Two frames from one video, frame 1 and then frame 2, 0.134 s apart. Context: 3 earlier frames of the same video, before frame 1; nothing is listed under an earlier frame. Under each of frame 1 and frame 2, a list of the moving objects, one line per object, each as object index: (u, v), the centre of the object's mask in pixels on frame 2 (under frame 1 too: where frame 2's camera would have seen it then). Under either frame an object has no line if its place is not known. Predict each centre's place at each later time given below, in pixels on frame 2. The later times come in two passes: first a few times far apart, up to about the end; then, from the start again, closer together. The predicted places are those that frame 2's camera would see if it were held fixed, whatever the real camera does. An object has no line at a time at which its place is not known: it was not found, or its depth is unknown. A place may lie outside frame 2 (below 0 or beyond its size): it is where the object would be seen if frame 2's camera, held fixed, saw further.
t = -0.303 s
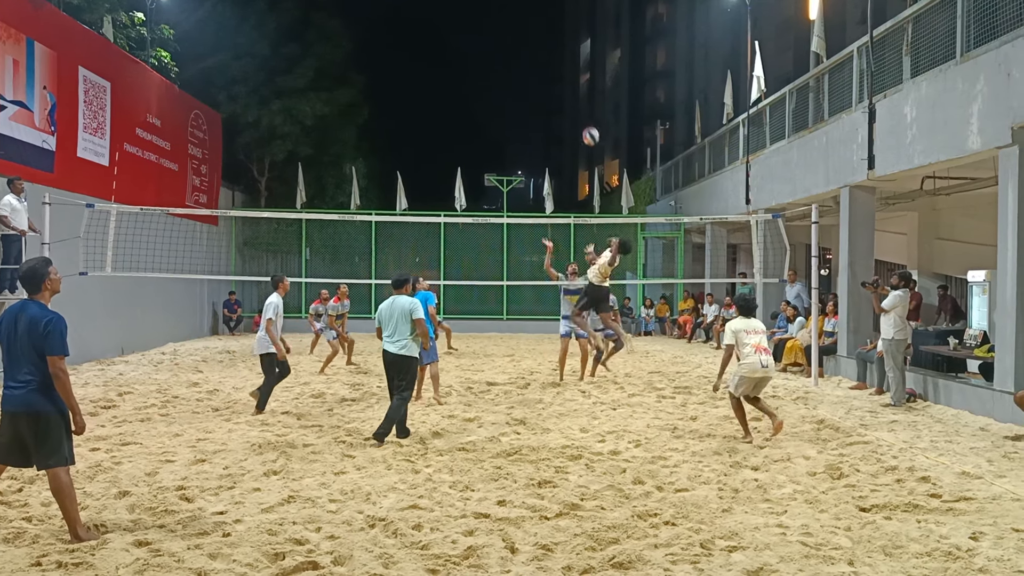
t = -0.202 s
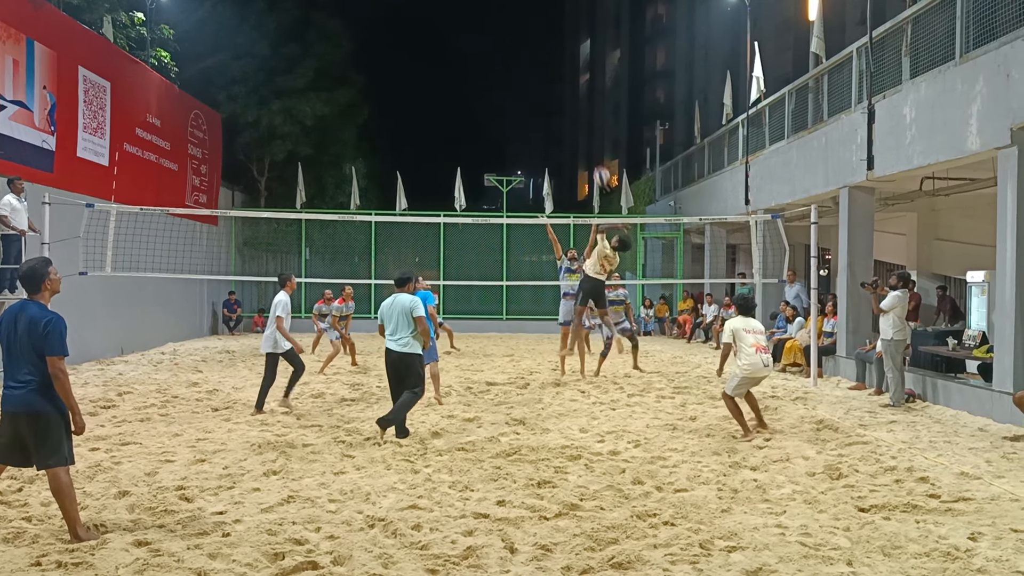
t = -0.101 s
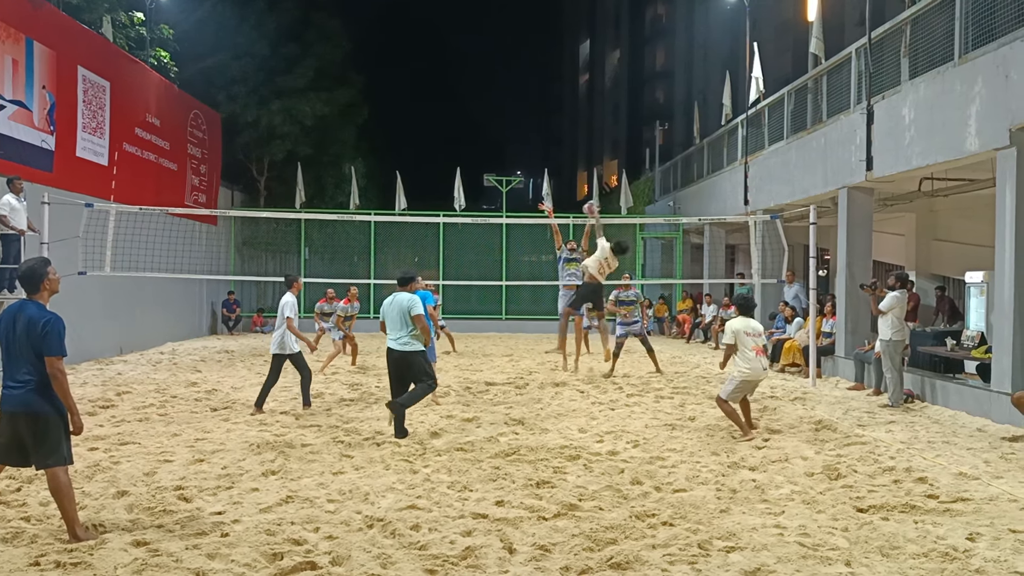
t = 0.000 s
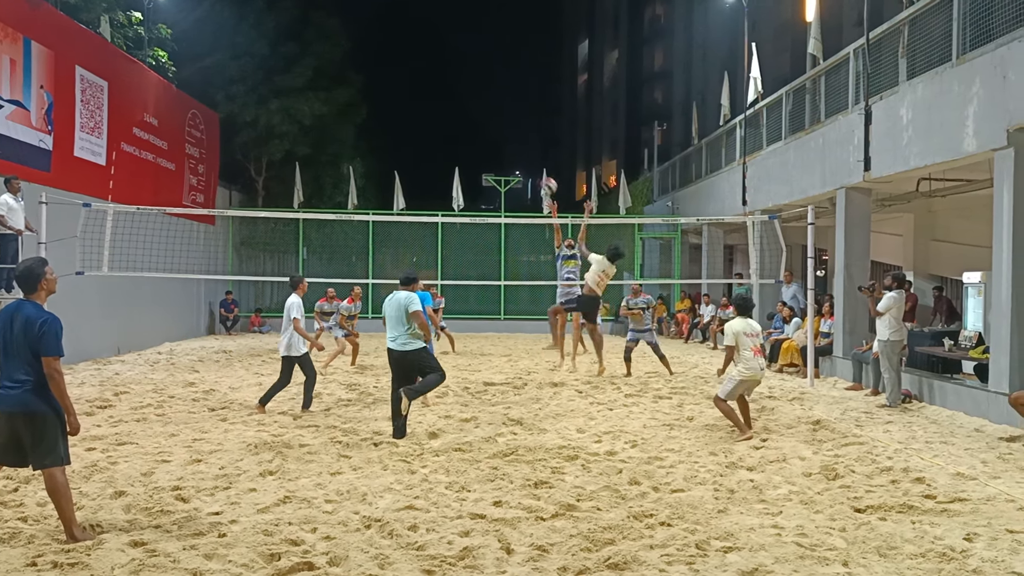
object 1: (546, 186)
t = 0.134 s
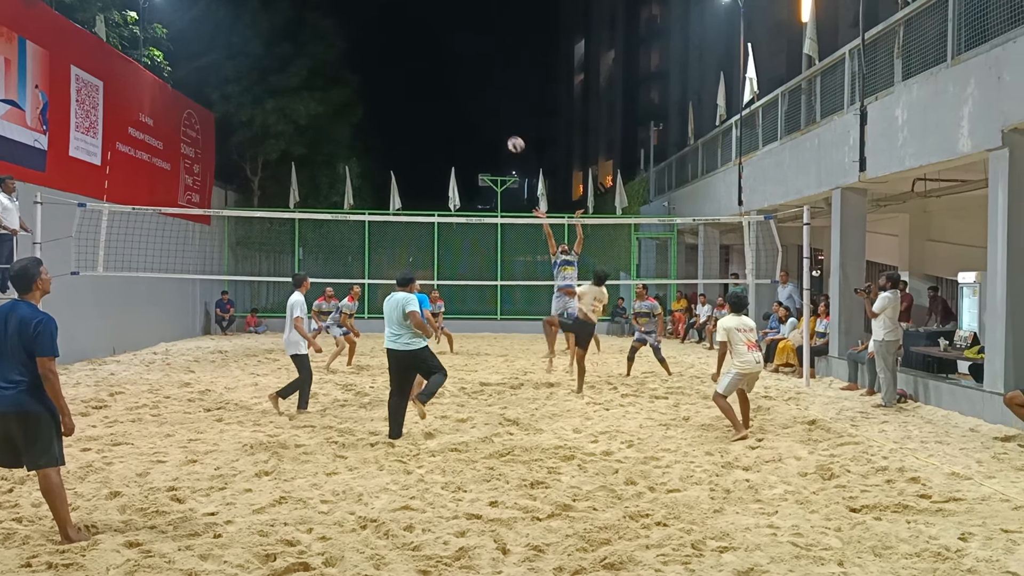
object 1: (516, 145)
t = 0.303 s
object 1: (475, 109)
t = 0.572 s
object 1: (404, 95)
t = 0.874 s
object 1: (313, 152)
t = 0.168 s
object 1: (508, 136)
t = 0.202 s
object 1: (500, 129)
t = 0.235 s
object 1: (492, 121)
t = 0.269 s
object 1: (484, 115)
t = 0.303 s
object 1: (475, 109)
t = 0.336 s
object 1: (467, 104)
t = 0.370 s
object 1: (458, 100)
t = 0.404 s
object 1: (449, 97)
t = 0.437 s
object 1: (440, 95)
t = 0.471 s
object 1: (432, 94)
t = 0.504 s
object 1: (422, 93)
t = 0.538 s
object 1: (413, 94)
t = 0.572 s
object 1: (404, 95)
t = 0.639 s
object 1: (384, 100)
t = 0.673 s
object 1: (374, 104)
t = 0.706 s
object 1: (364, 110)
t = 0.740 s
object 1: (355, 116)
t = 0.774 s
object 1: (344, 124)
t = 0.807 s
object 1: (334, 132)
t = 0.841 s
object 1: (324, 142)
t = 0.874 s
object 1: (313, 152)
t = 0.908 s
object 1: (303, 164)
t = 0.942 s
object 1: (292, 178)
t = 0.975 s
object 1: (280, 192)
